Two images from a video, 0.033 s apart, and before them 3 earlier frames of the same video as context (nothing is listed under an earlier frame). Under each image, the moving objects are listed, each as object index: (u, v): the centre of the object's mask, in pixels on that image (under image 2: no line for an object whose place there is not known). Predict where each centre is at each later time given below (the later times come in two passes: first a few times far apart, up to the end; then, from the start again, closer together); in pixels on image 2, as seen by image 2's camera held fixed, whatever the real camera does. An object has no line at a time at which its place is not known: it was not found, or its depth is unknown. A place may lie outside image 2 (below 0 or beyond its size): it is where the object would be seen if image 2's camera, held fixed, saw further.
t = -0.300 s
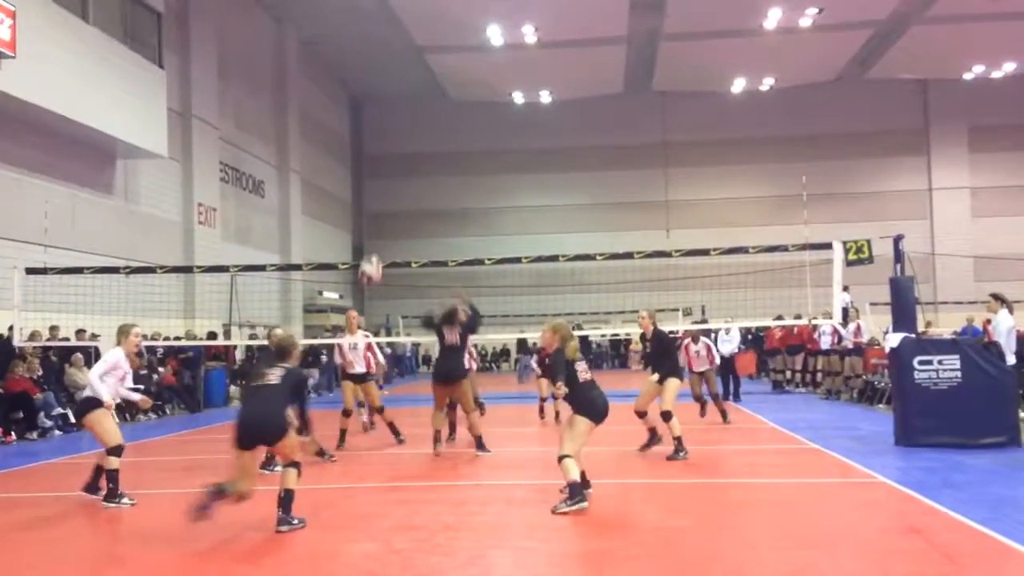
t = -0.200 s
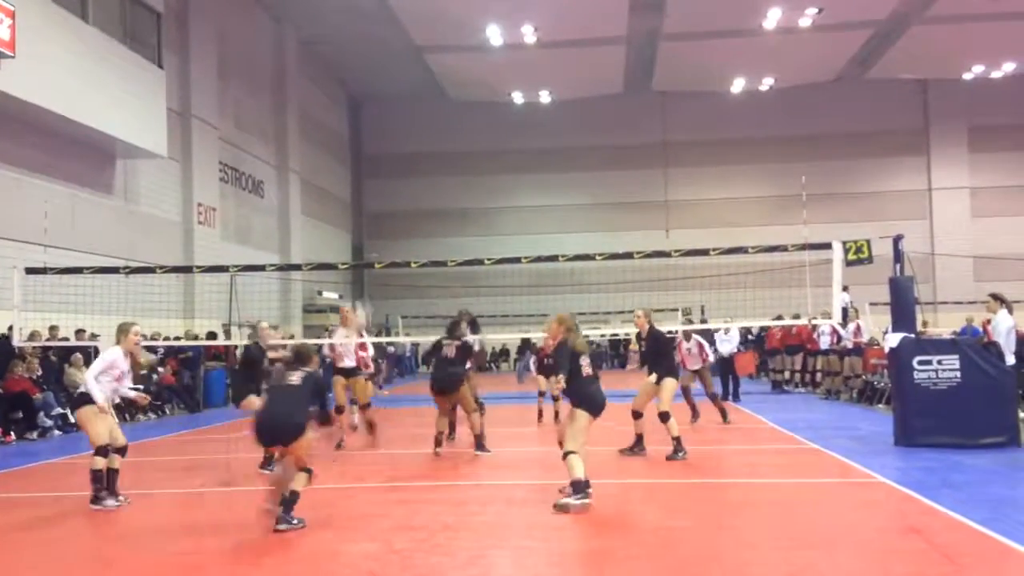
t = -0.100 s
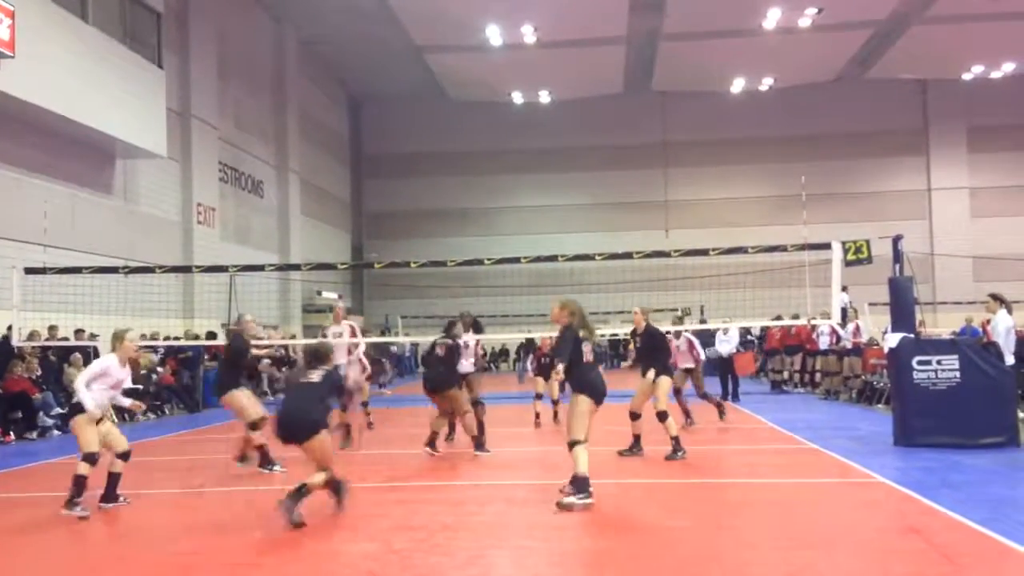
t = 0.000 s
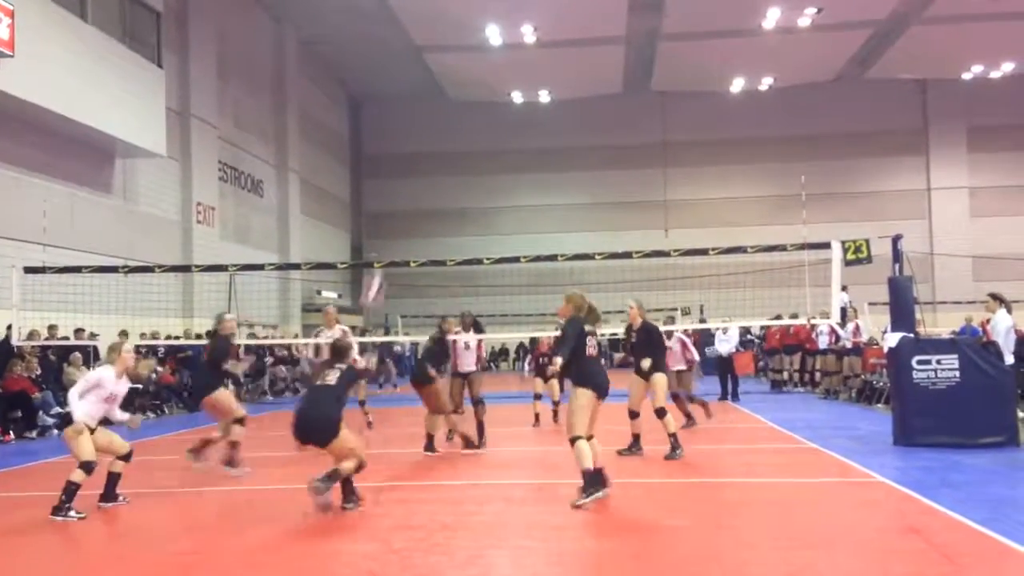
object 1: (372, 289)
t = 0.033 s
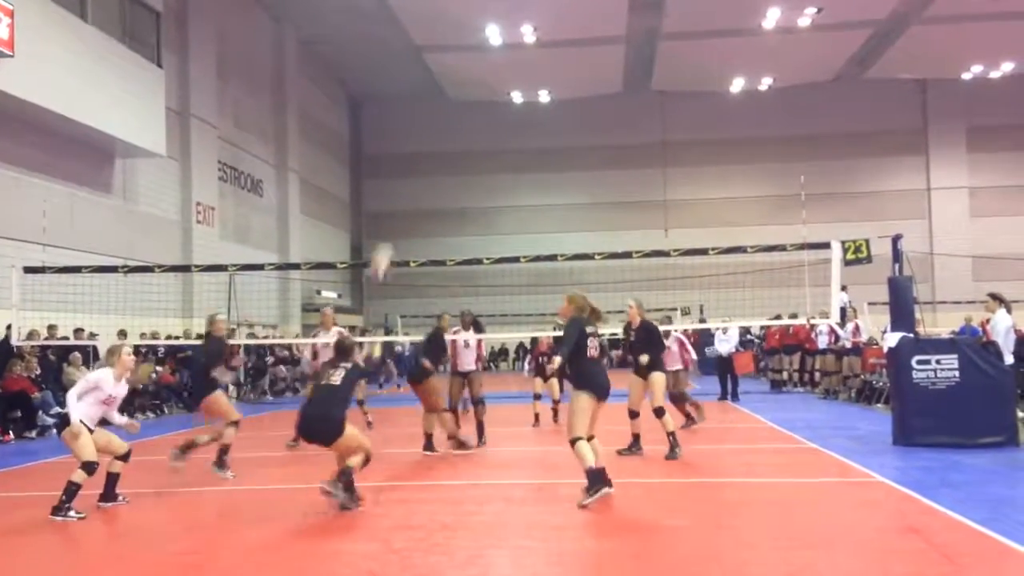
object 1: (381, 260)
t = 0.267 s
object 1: (432, 125)
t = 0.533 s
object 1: (484, 45)
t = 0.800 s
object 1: (531, 42)
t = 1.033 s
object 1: (575, 96)
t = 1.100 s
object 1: (582, 119)
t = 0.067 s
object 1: (390, 236)
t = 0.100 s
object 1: (398, 213)
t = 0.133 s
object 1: (405, 191)
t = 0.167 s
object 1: (412, 175)
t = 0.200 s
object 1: (420, 155)
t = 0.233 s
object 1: (426, 140)
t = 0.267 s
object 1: (432, 125)
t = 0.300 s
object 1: (441, 109)
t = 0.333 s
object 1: (448, 97)
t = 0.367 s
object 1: (453, 86)
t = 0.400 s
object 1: (460, 75)
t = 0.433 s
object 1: (466, 65)
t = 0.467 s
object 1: (474, 55)
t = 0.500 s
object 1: (480, 51)
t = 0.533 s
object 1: (484, 45)
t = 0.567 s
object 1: (492, 42)
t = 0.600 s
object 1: (496, 40)
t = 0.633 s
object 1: (499, 38)
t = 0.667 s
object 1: (510, 36)
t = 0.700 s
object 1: (514, 37)
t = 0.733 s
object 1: (520, 38)
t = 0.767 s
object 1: (524, 40)
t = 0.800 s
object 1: (531, 42)
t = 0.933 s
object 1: (555, 66)
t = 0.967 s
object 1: (560, 77)
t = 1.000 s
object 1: (569, 81)
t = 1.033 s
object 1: (575, 96)
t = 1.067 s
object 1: (578, 108)
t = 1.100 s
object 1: (582, 119)
